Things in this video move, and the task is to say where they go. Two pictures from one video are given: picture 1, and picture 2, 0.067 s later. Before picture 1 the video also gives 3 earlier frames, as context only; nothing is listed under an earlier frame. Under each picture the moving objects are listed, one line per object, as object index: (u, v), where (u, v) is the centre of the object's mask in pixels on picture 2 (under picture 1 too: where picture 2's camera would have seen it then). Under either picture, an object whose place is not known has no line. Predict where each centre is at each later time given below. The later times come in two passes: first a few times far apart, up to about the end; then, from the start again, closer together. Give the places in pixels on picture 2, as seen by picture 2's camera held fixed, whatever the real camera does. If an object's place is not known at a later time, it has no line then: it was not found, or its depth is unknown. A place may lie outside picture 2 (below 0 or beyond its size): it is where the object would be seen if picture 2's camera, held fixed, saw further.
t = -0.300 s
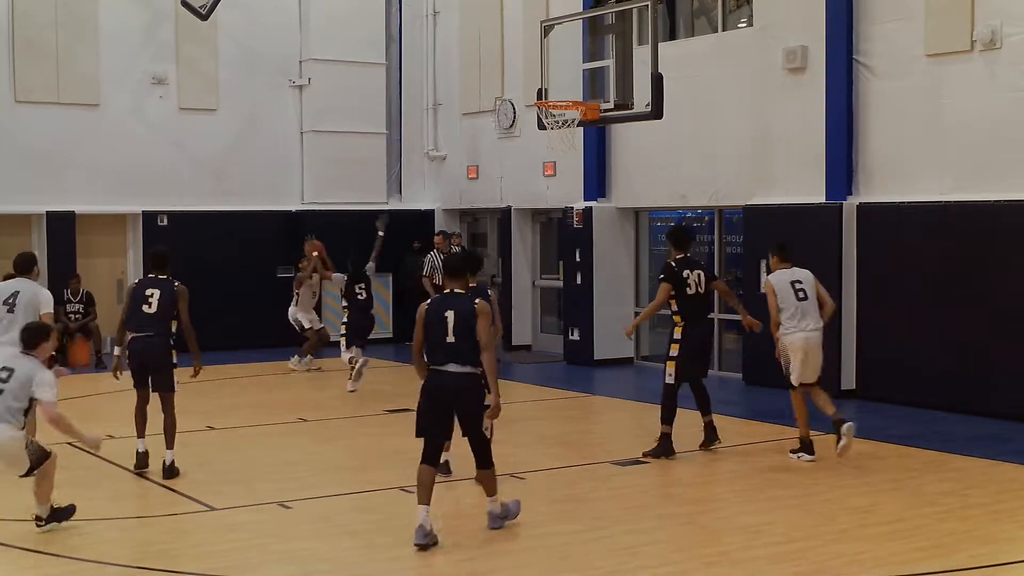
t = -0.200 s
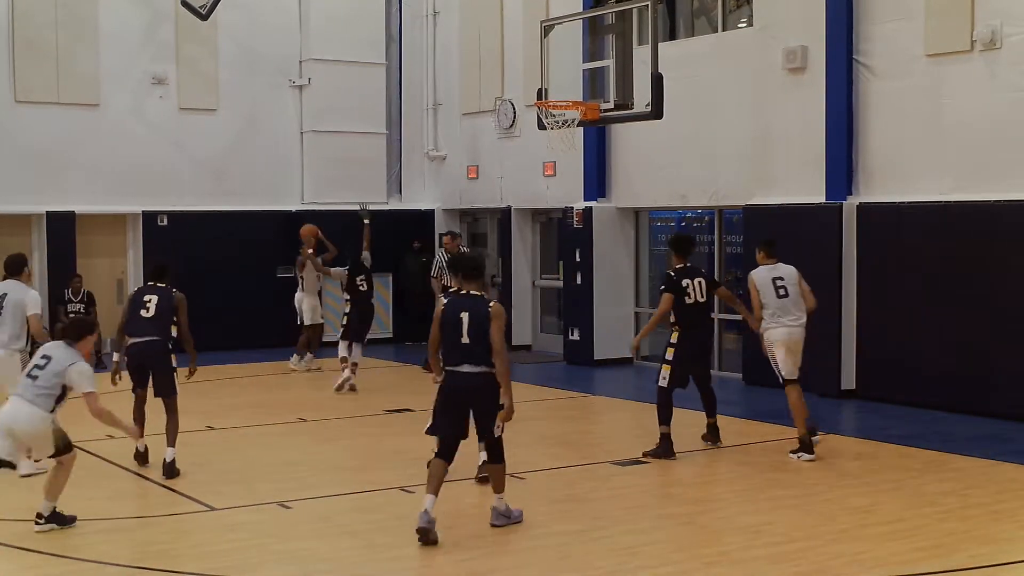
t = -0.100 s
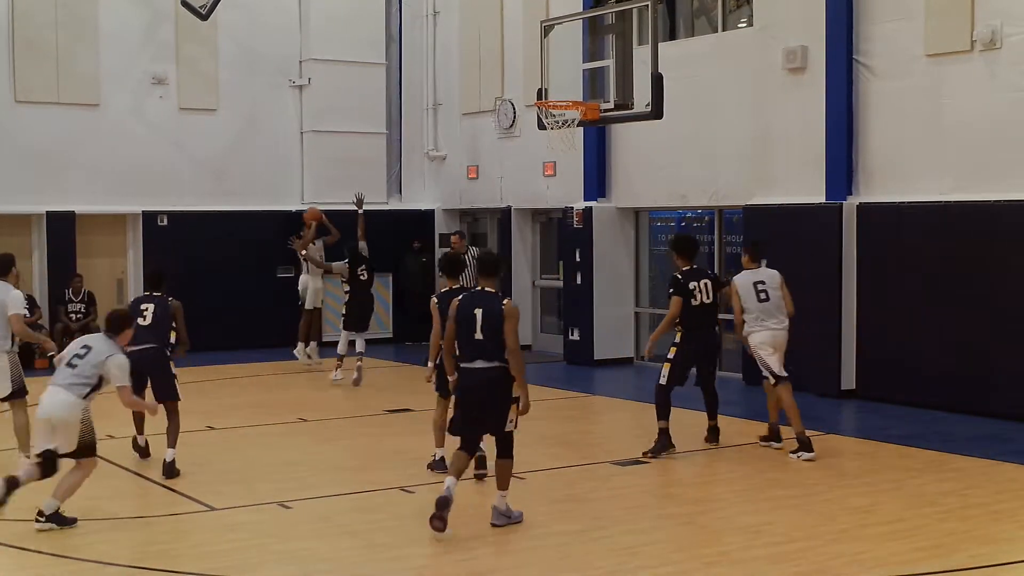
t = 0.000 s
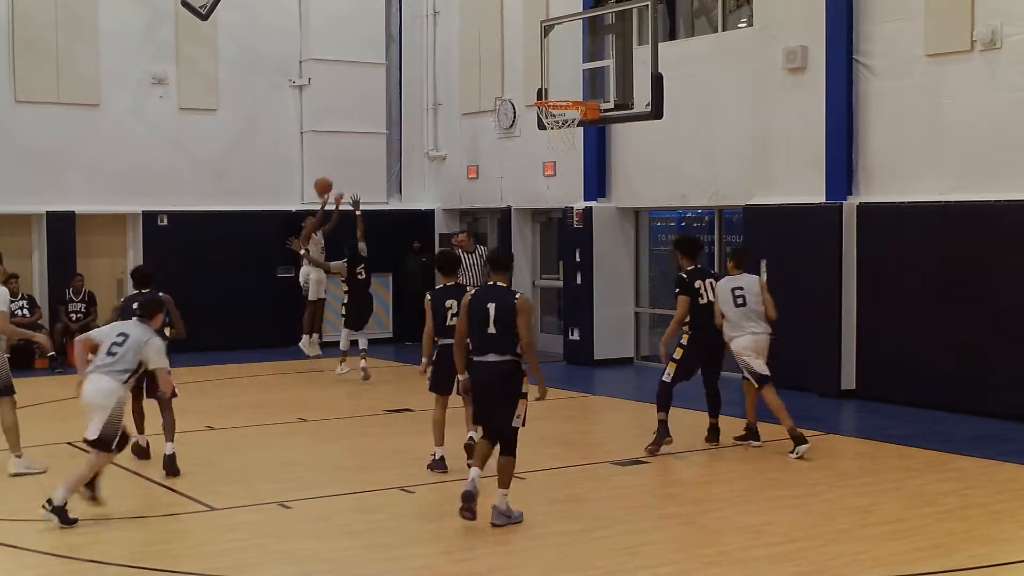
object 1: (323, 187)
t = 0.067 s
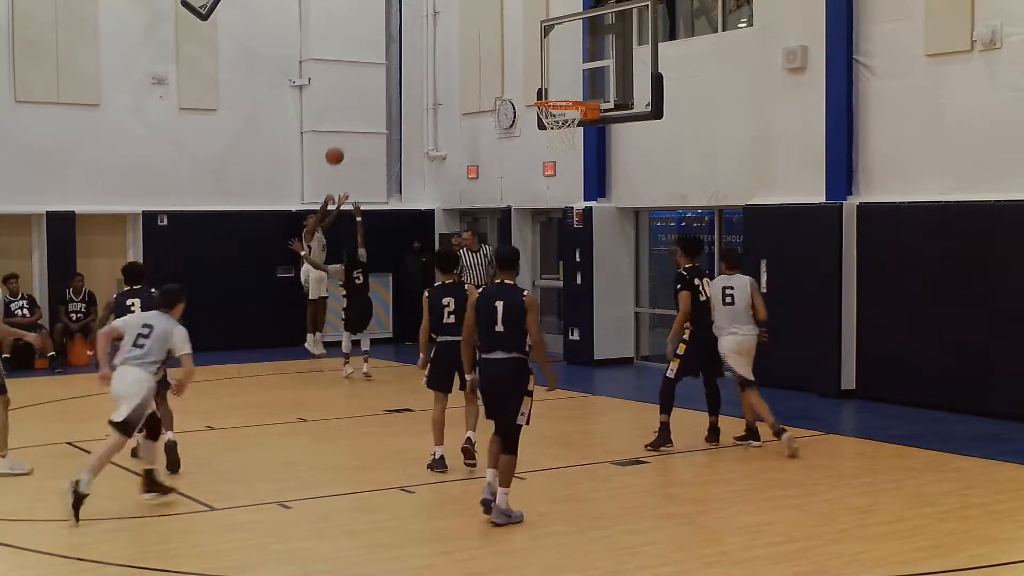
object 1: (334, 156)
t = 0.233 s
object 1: (365, 92)
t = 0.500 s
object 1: (419, 25)
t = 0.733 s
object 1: (475, 12)
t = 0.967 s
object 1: (539, 50)
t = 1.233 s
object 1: (540, 83)
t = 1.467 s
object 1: (479, 101)
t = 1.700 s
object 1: (410, 189)
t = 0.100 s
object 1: (340, 143)
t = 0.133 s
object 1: (346, 128)
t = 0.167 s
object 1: (352, 115)
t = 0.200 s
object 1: (358, 103)
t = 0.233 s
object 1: (365, 92)
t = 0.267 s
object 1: (371, 81)
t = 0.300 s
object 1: (378, 71)
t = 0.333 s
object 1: (384, 61)
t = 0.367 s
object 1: (391, 52)
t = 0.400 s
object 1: (399, 44)
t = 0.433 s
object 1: (405, 37)
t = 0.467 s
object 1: (412, 31)
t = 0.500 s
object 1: (419, 25)
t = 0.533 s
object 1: (427, 21)
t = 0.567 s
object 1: (435, 17)
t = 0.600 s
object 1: (443, 14)
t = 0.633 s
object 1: (451, 12)
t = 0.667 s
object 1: (459, 11)
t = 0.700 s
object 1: (467, 11)
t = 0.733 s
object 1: (475, 12)
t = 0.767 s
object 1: (484, 14)
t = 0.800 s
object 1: (493, 17)
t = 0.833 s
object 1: (501, 21)
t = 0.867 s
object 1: (511, 27)
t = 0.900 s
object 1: (520, 33)
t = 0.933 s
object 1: (529, 41)
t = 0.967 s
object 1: (539, 50)
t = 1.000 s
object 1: (549, 61)
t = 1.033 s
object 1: (558, 72)
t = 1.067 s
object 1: (568, 85)
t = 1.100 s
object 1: (575, 93)
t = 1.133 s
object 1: (566, 90)
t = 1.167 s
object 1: (555, 88)
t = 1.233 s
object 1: (540, 83)
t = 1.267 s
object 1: (532, 82)
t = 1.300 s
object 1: (523, 82)
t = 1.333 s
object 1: (514, 83)
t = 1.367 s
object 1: (505, 86)
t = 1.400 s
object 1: (496, 90)
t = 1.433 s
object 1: (488, 95)
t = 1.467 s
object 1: (479, 101)
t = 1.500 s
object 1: (469, 109)
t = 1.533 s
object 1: (460, 119)
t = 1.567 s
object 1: (450, 130)
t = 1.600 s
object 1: (441, 143)
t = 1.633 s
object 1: (430, 157)
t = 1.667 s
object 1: (420, 173)
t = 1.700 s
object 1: (410, 189)
